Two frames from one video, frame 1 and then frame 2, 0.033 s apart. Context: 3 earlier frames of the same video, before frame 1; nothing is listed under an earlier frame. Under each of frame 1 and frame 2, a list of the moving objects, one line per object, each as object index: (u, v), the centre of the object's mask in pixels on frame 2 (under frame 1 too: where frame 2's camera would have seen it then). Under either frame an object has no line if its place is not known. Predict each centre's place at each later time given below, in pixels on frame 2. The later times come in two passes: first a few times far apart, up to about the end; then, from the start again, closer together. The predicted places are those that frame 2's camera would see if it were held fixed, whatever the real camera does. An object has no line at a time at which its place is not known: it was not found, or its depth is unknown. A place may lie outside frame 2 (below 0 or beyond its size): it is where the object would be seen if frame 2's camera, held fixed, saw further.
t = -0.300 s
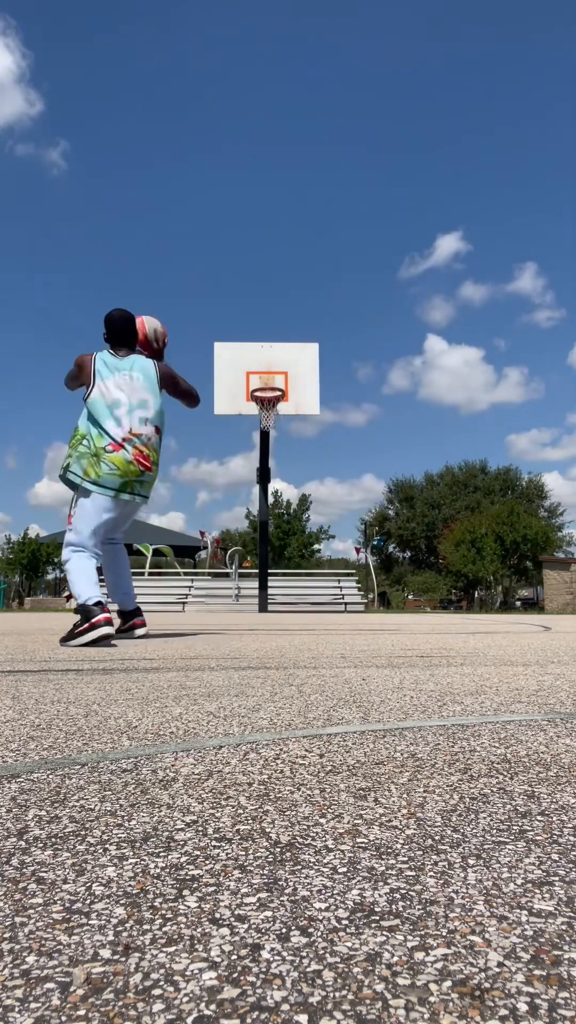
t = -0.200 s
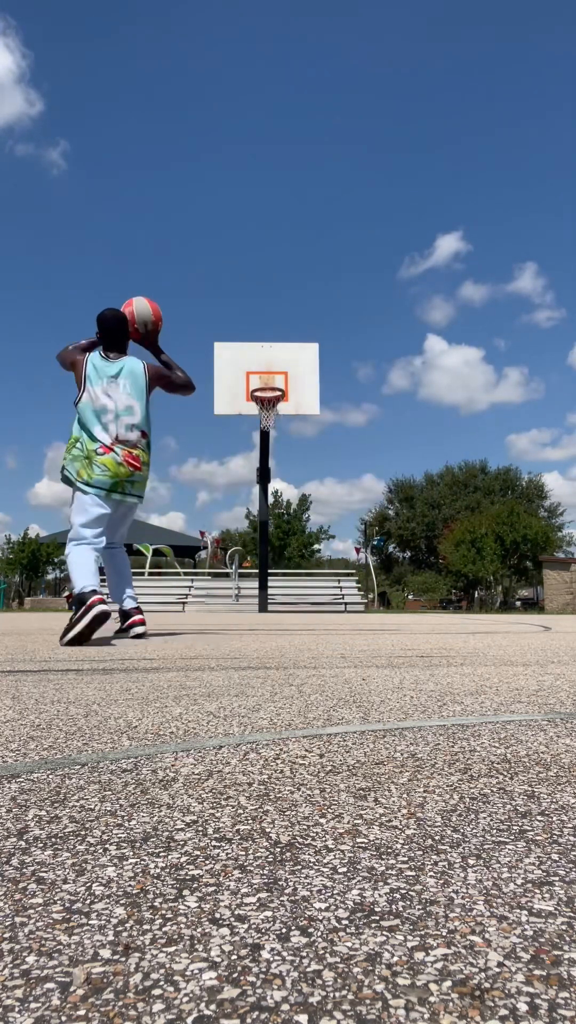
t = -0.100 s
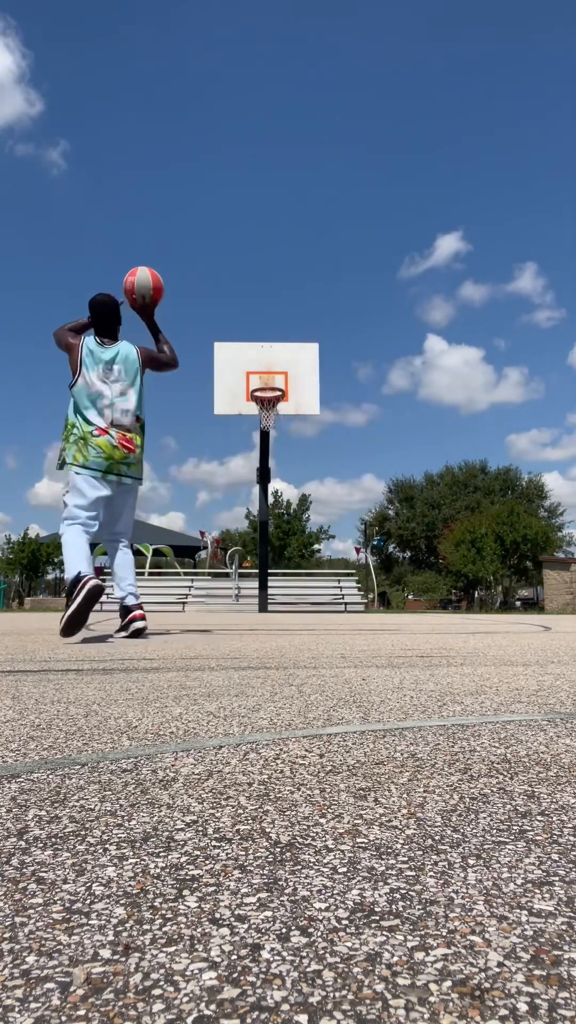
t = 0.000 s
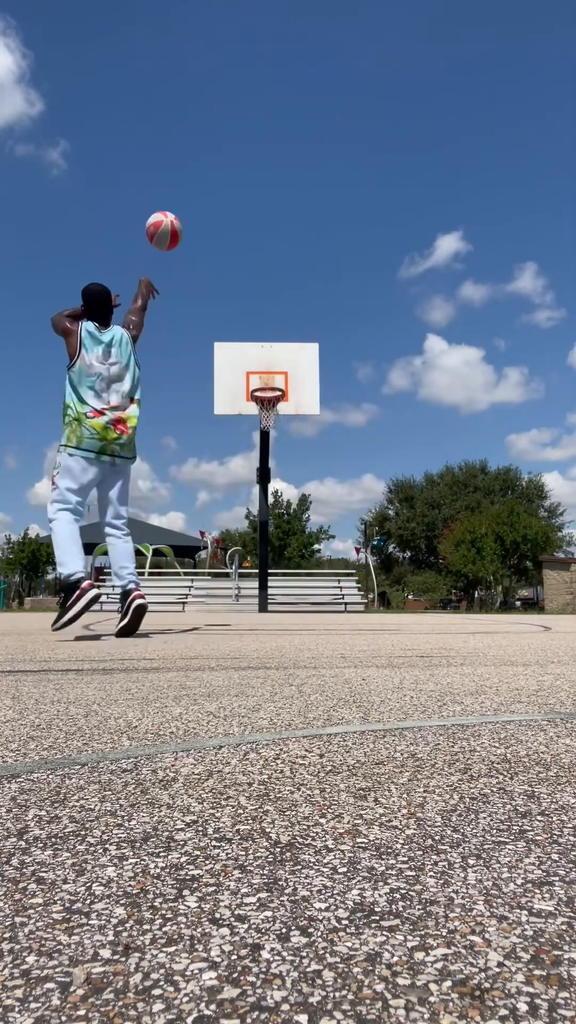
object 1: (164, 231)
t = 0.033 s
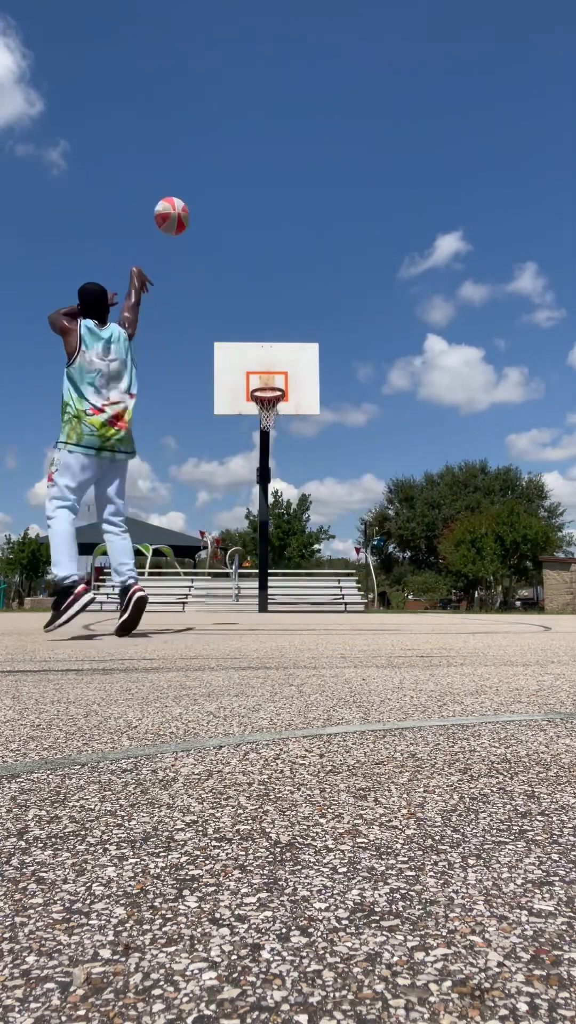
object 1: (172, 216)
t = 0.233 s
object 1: (207, 177)
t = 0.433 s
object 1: (229, 189)
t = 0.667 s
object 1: (248, 241)
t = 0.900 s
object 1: (262, 318)
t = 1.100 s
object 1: (271, 397)
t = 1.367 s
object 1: (249, 487)
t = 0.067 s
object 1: (179, 204)
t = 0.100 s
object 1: (185, 194)
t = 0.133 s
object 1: (191, 187)
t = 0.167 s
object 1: (197, 182)
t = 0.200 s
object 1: (202, 179)
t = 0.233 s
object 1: (207, 177)
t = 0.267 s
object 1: (211, 176)
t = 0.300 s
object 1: (215, 177)
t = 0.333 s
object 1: (219, 178)
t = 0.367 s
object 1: (223, 181)
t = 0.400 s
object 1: (226, 184)
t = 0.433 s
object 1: (229, 189)
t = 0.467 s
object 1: (232, 194)
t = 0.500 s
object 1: (235, 201)
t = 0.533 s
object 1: (238, 207)
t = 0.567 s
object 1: (241, 215)
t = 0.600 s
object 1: (243, 223)
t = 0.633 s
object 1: (246, 232)
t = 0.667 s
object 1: (248, 241)
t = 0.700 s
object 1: (250, 251)
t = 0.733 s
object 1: (252, 262)
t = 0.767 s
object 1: (254, 272)
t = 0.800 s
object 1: (256, 283)
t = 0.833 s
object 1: (258, 294)
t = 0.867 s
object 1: (260, 306)
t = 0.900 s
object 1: (262, 318)
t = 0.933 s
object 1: (263, 331)
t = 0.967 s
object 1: (265, 344)
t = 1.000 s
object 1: (267, 357)
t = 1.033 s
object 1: (268, 370)
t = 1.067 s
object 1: (268, 381)
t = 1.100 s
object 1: (271, 397)
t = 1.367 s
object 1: (249, 487)
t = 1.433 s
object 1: (243, 515)
